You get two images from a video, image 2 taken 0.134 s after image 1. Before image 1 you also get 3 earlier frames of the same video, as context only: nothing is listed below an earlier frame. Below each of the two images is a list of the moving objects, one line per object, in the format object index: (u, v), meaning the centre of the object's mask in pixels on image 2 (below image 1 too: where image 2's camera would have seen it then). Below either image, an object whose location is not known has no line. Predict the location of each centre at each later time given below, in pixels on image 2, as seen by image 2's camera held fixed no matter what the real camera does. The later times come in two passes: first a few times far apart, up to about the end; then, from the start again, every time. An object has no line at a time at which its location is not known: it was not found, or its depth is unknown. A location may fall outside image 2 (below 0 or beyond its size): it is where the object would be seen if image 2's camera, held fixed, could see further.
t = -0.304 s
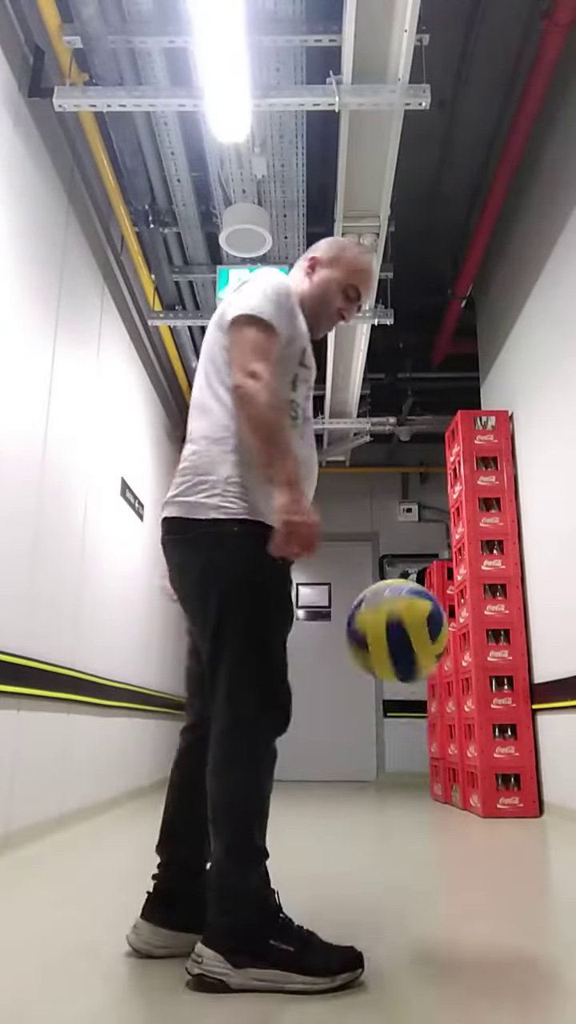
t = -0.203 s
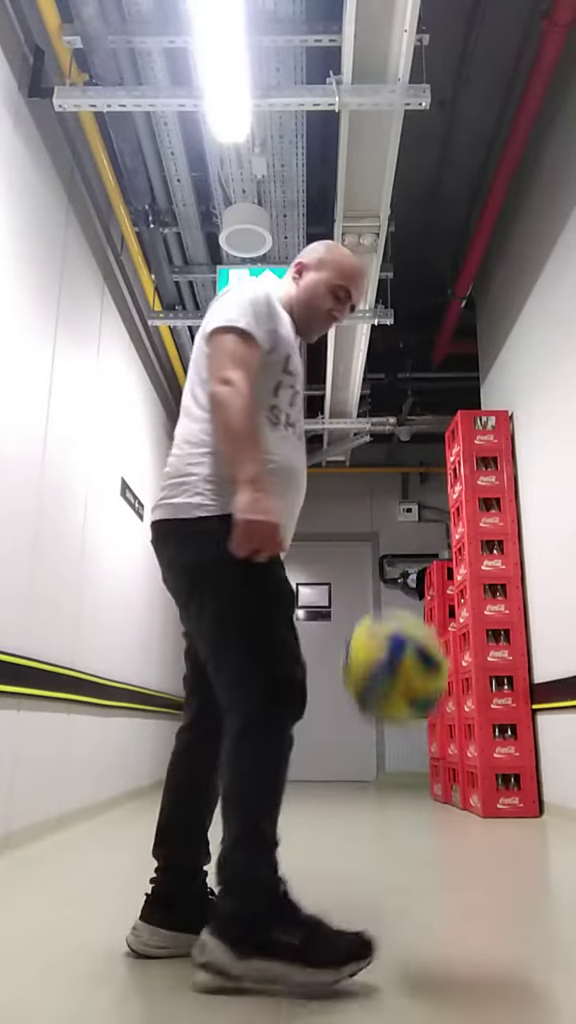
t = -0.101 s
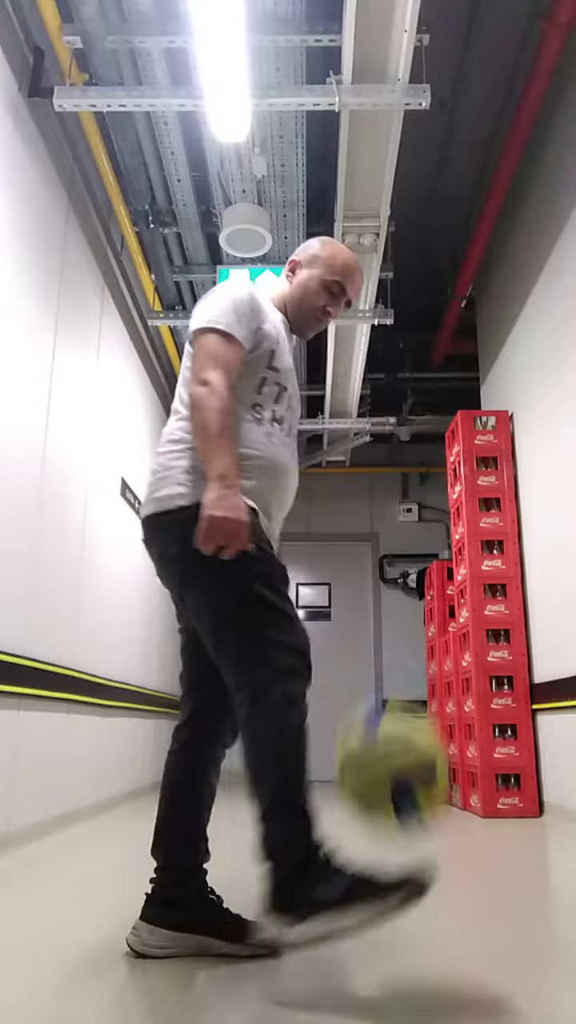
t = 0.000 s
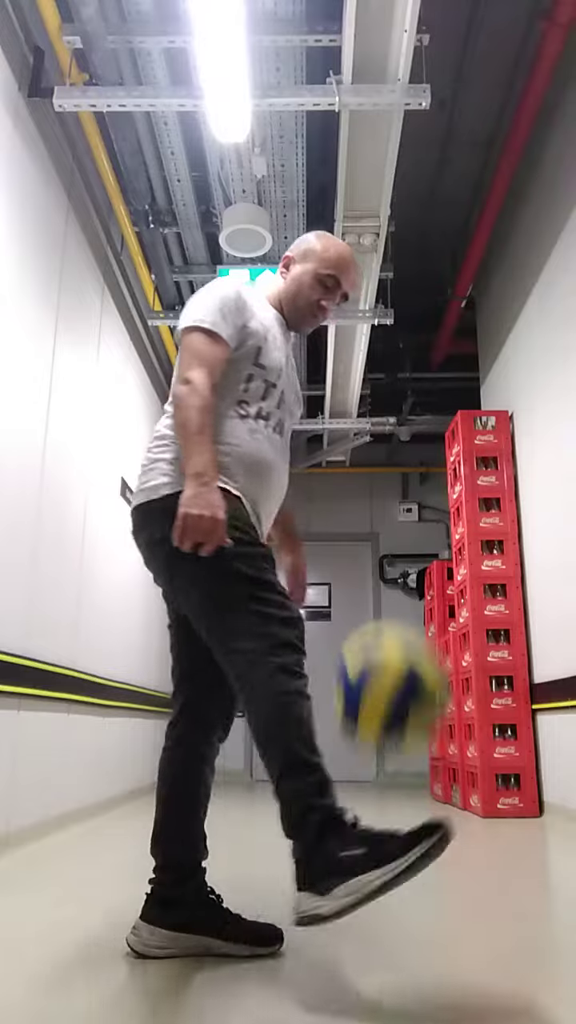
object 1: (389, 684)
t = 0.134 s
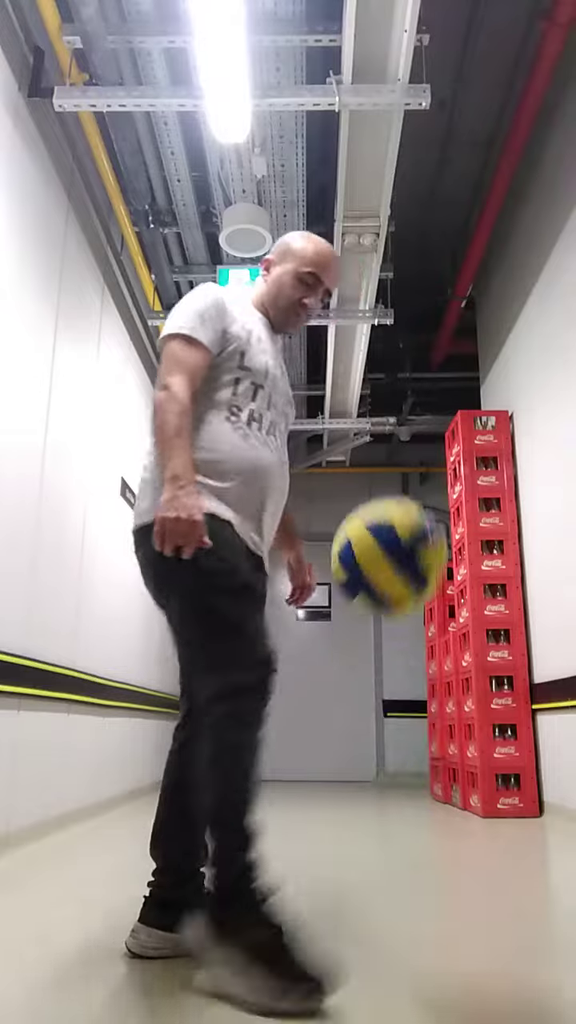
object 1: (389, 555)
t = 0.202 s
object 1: (389, 527)
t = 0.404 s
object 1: (392, 572)
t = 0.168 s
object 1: (389, 537)
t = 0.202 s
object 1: (389, 527)
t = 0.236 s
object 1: (389, 520)
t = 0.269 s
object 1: (390, 520)
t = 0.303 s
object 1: (390, 524)
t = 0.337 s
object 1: (391, 533)
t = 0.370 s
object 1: (391, 549)
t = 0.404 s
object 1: (392, 572)
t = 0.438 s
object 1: (393, 604)
